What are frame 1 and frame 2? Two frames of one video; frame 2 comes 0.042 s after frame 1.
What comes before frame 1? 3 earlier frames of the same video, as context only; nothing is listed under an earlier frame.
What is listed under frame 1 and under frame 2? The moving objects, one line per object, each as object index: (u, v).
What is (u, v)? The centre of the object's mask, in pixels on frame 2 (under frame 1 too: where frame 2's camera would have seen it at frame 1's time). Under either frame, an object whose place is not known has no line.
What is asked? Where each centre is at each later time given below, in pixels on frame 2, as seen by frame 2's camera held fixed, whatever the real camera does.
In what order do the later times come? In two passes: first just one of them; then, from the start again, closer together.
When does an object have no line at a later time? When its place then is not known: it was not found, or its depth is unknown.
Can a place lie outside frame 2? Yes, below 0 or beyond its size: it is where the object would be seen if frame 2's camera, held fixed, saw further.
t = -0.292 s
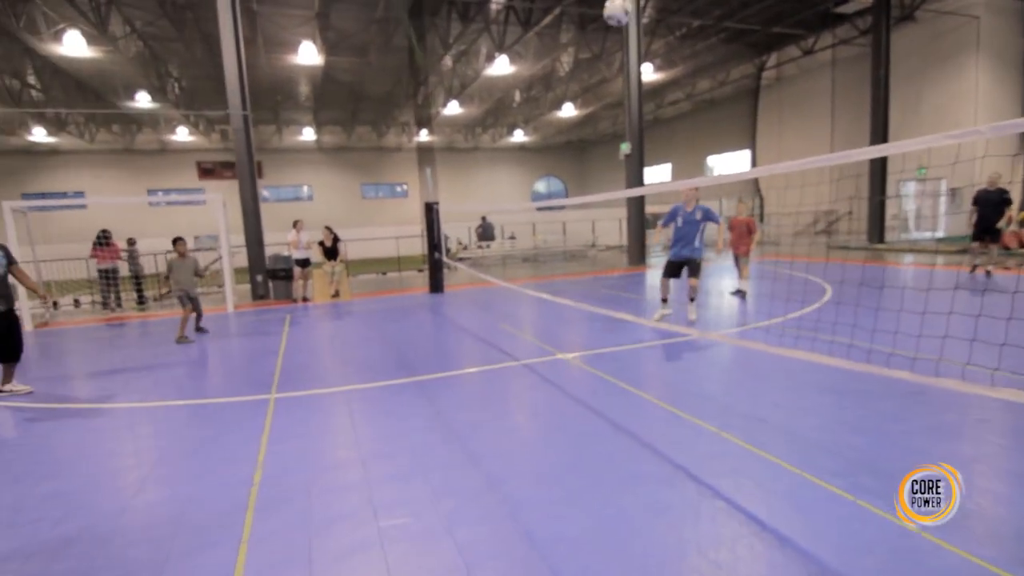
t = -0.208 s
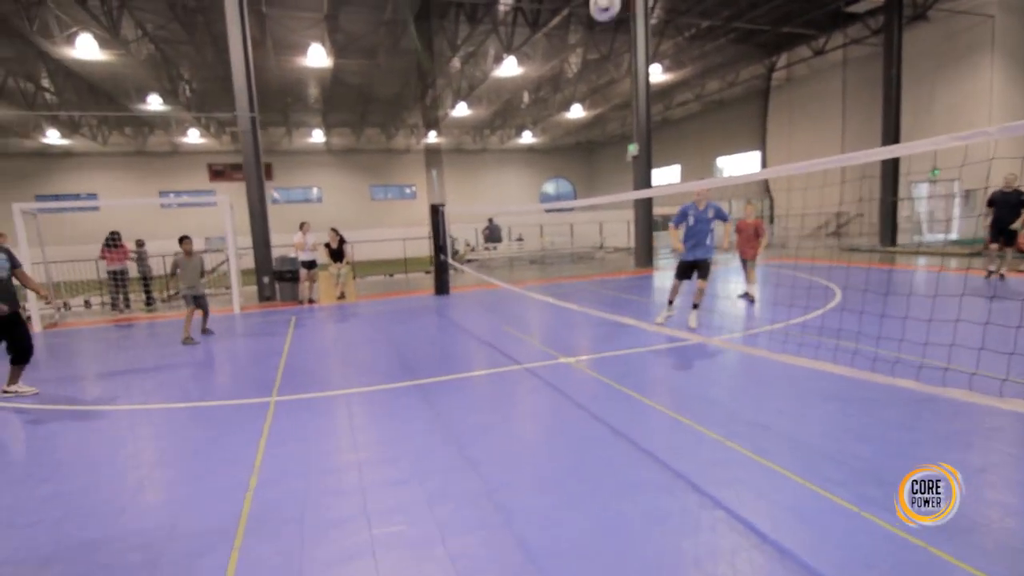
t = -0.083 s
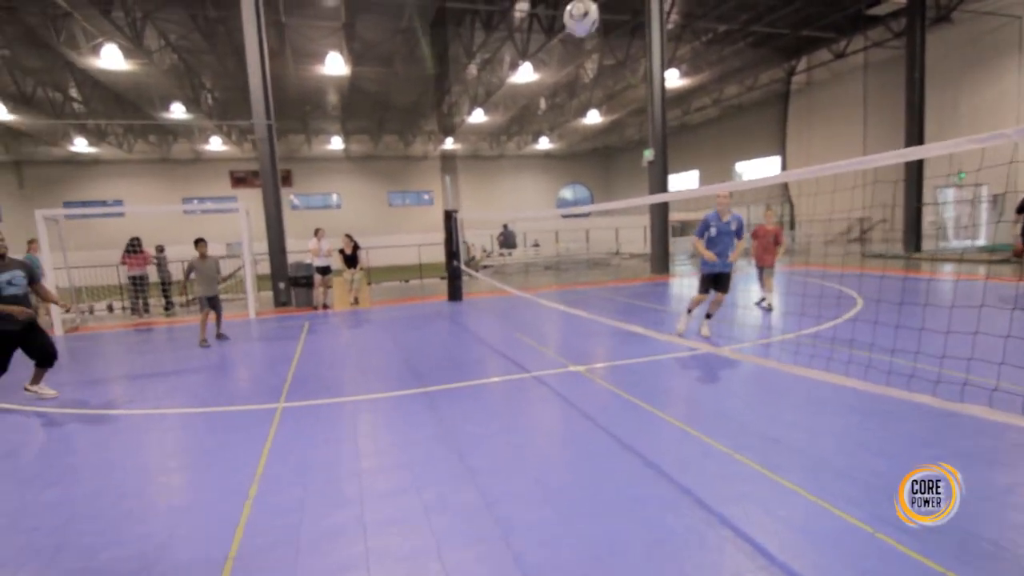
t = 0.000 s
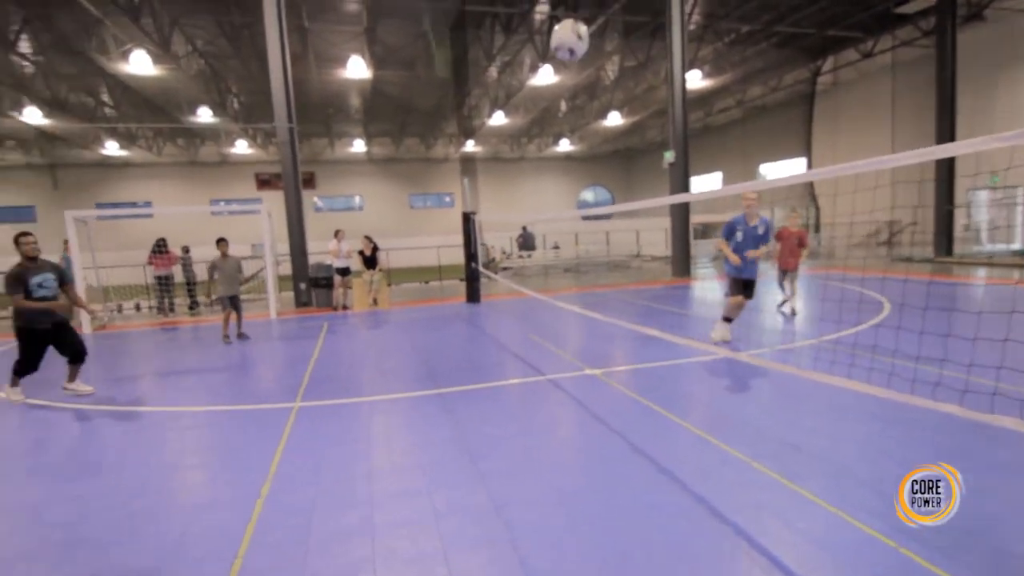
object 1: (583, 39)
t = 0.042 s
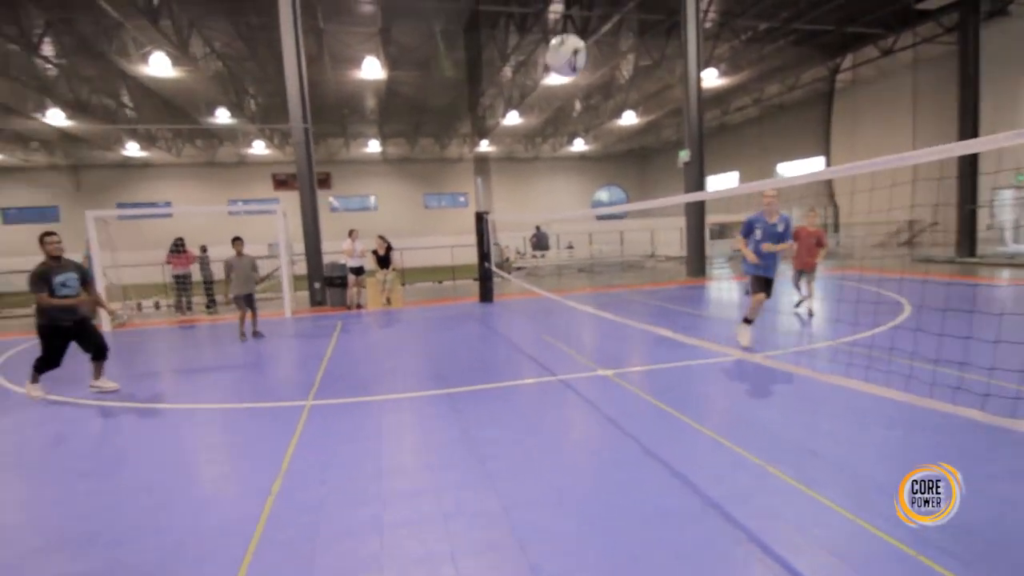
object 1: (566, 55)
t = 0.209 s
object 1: (472, 184)
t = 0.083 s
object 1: (545, 78)
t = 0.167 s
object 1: (500, 143)
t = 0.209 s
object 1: (472, 184)
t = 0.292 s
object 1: (412, 303)
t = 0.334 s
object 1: (379, 385)
